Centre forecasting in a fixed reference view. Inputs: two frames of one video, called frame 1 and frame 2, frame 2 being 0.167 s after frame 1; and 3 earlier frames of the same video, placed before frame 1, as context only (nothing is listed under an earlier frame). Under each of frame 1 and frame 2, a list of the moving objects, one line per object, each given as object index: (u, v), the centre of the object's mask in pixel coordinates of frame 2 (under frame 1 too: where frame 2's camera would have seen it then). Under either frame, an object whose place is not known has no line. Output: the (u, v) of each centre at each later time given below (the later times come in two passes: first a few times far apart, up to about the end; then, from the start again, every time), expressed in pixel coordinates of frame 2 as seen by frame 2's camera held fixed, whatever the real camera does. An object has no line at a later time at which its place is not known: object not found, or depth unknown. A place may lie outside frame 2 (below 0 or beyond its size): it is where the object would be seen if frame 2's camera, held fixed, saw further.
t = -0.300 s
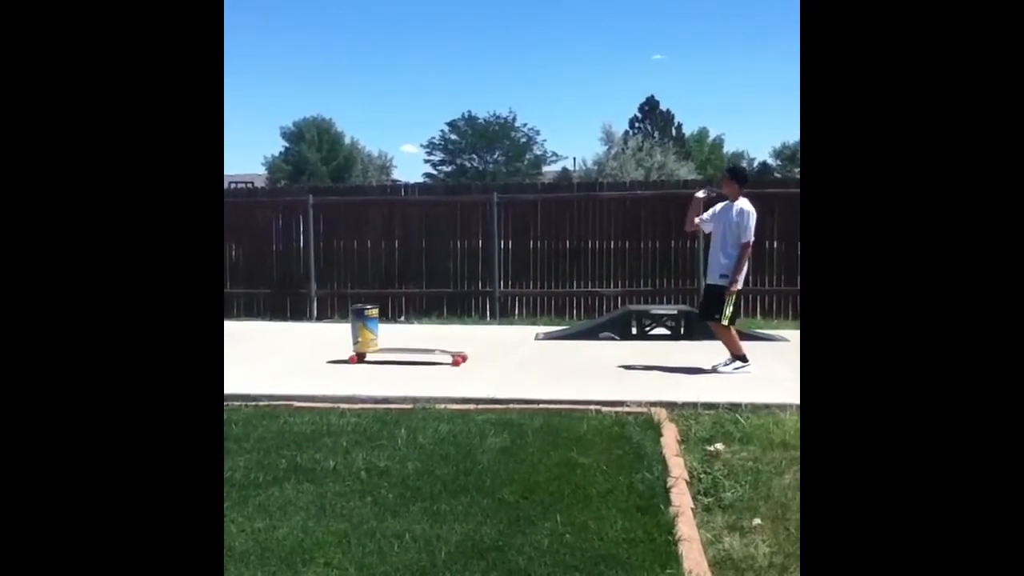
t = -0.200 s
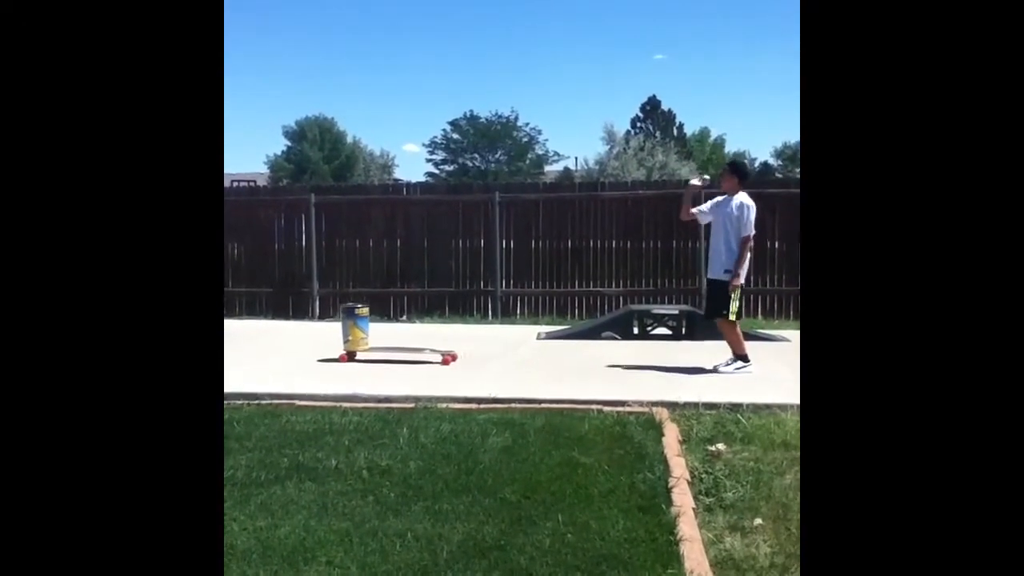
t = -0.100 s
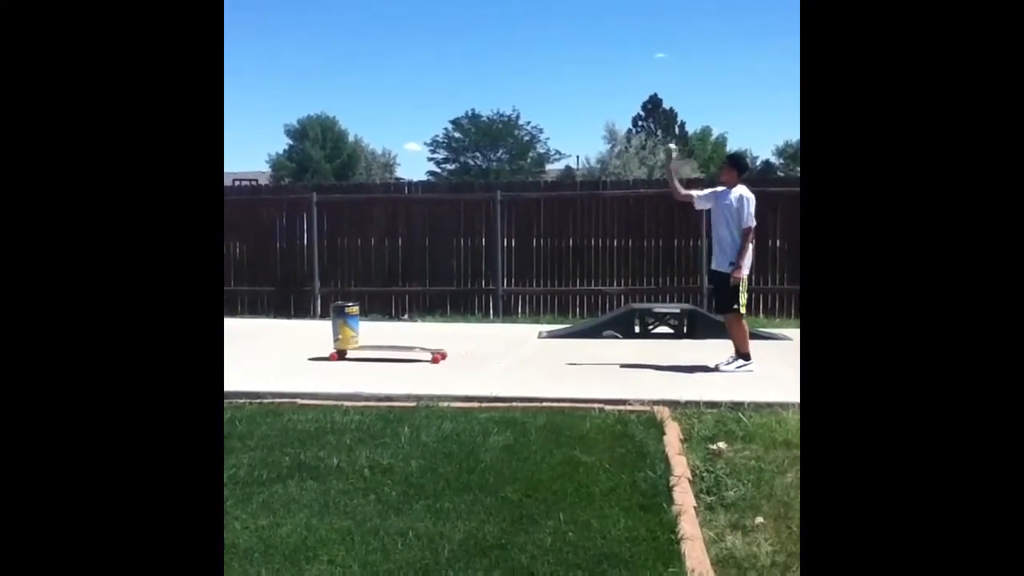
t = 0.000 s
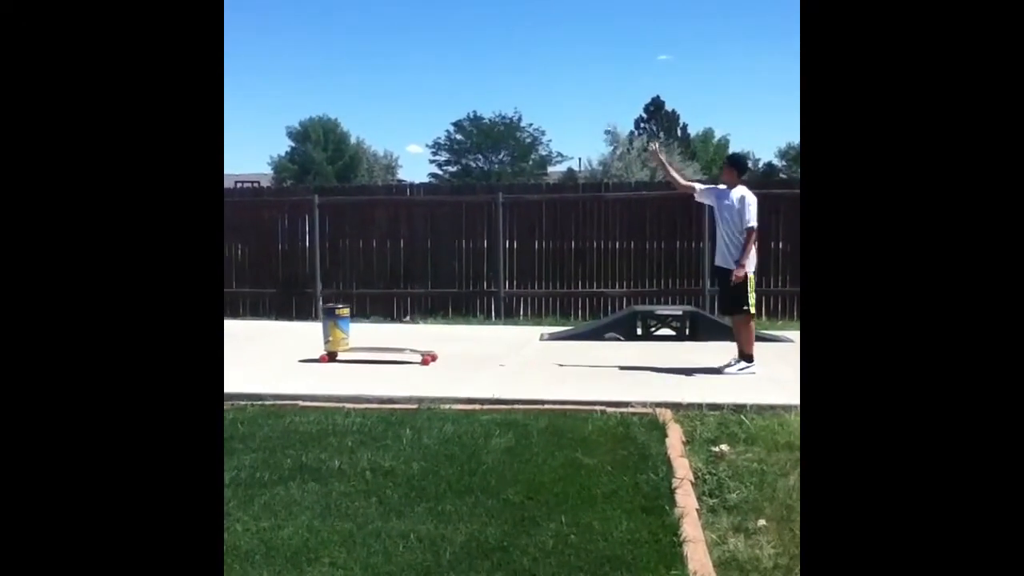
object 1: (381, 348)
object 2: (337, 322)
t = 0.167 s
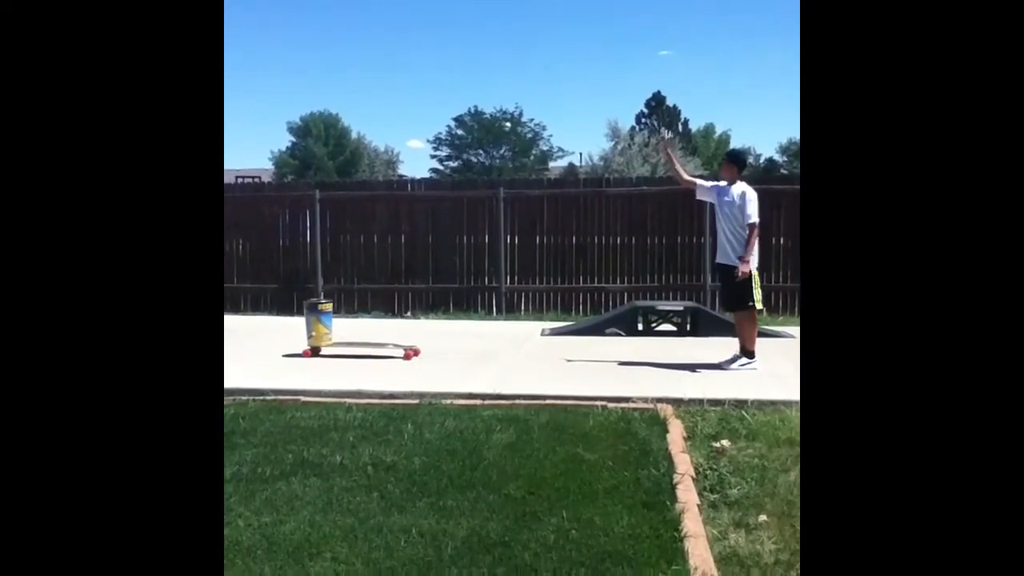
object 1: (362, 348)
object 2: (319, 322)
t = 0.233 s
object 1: (355, 348)
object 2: (310, 322)
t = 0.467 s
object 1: (332, 348)
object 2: (287, 322)
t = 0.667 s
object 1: (310, 347)
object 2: (267, 322)
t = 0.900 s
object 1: (287, 345)
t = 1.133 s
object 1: (277, 345)
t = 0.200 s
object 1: (359, 348)
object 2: (315, 322)
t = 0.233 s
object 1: (355, 348)
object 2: (310, 322)
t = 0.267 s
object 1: (351, 348)
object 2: (307, 322)
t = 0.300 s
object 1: (346, 348)
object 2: (304, 322)
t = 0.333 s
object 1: (343, 347)
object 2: (300, 321)
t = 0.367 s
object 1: (341, 347)
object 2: (297, 322)
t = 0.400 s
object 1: (337, 348)
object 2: (294, 322)
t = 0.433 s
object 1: (334, 348)
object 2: (291, 322)
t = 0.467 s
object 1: (332, 348)
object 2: (287, 322)
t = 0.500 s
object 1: (327, 347)
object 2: (283, 321)
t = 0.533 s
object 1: (323, 347)
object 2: (280, 321)
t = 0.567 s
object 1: (321, 347)
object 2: (277, 321)
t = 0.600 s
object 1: (318, 347)
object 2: (273, 321)
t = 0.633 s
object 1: (313, 347)
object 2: (270, 321)
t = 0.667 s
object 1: (310, 347)
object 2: (267, 322)
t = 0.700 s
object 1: (306, 346)
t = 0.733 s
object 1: (302, 346)
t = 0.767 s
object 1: (299, 346)
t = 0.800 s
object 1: (295, 346)
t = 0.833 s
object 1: (294, 346)
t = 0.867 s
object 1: (290, 346)
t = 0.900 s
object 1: (287, 345)
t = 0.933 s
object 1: (284, 345)
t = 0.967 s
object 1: (280, 346)
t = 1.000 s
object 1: (281, 345)
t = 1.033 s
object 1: (280, 345)
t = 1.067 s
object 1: (280, 345)
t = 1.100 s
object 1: (278, 345)
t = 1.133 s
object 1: (277, 345)
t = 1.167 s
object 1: (276, 345)
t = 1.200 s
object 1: (275, 345)
